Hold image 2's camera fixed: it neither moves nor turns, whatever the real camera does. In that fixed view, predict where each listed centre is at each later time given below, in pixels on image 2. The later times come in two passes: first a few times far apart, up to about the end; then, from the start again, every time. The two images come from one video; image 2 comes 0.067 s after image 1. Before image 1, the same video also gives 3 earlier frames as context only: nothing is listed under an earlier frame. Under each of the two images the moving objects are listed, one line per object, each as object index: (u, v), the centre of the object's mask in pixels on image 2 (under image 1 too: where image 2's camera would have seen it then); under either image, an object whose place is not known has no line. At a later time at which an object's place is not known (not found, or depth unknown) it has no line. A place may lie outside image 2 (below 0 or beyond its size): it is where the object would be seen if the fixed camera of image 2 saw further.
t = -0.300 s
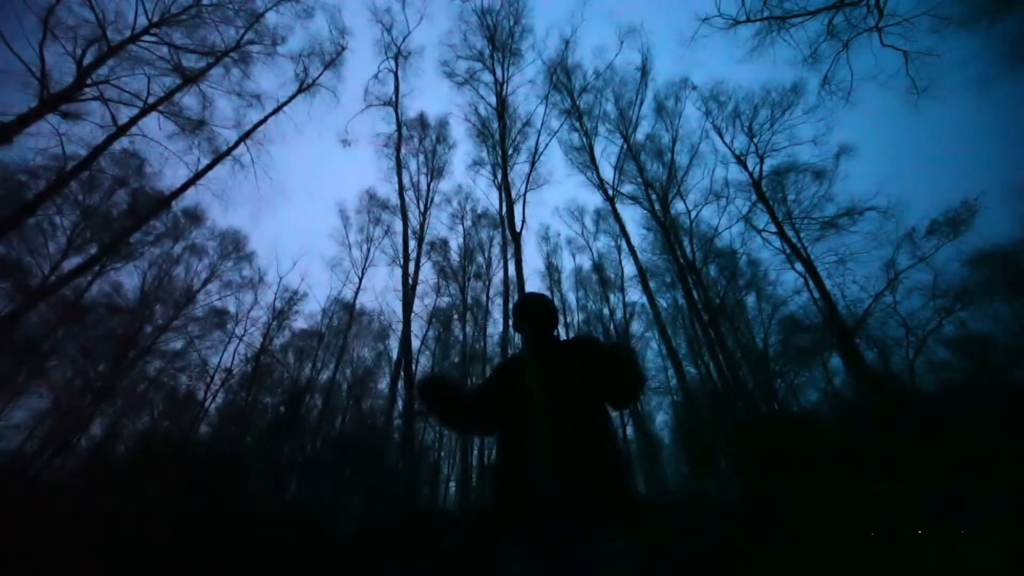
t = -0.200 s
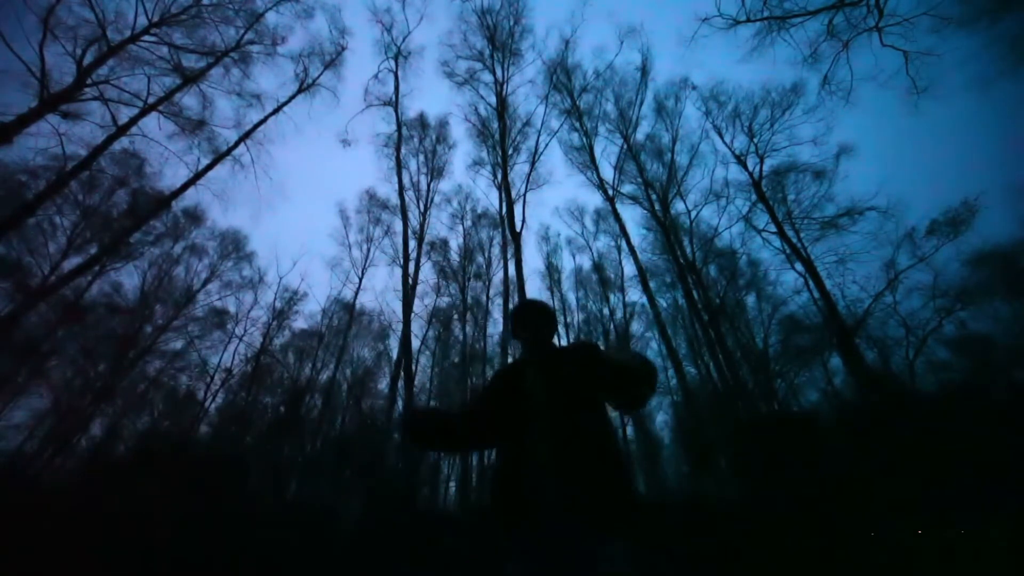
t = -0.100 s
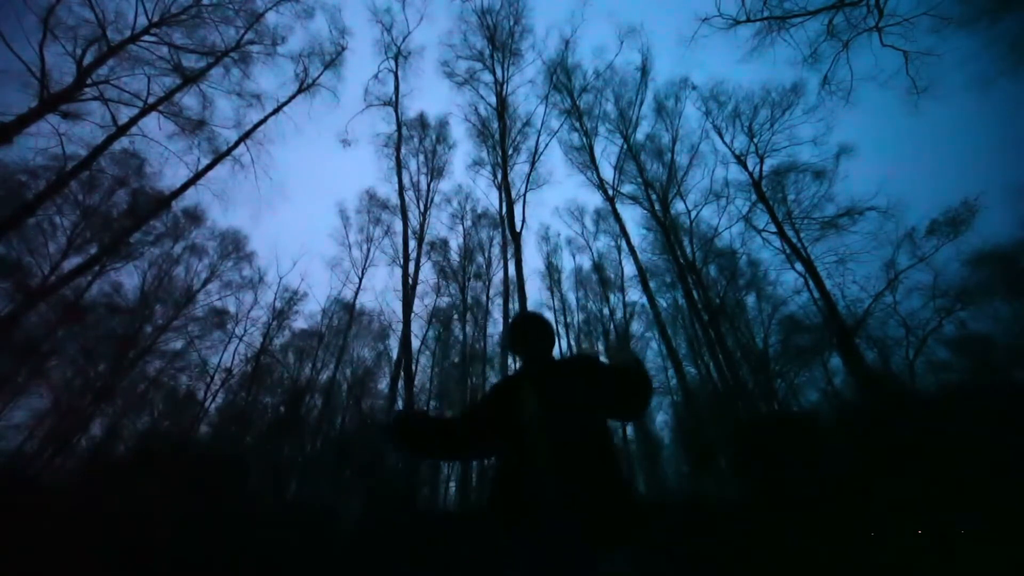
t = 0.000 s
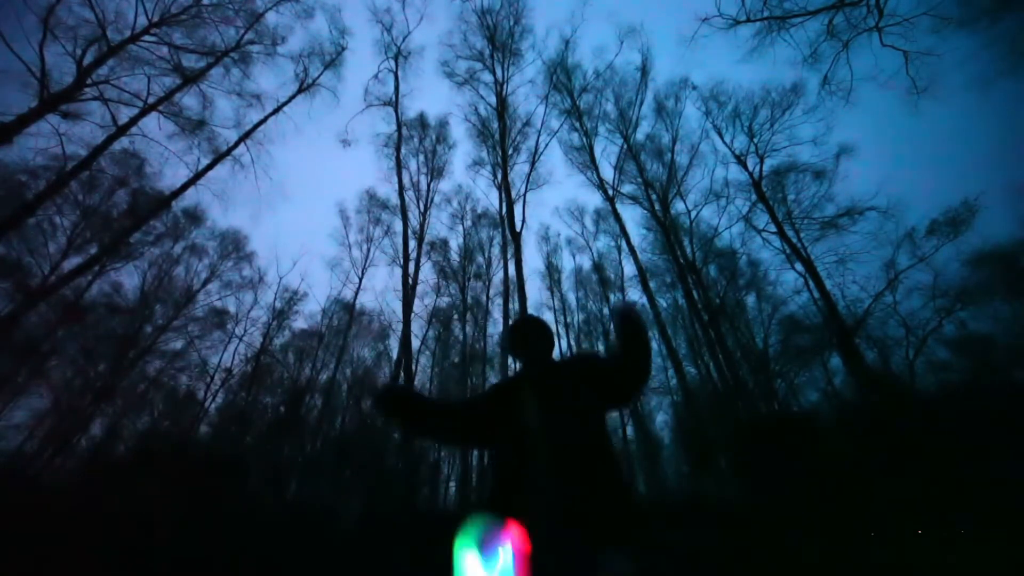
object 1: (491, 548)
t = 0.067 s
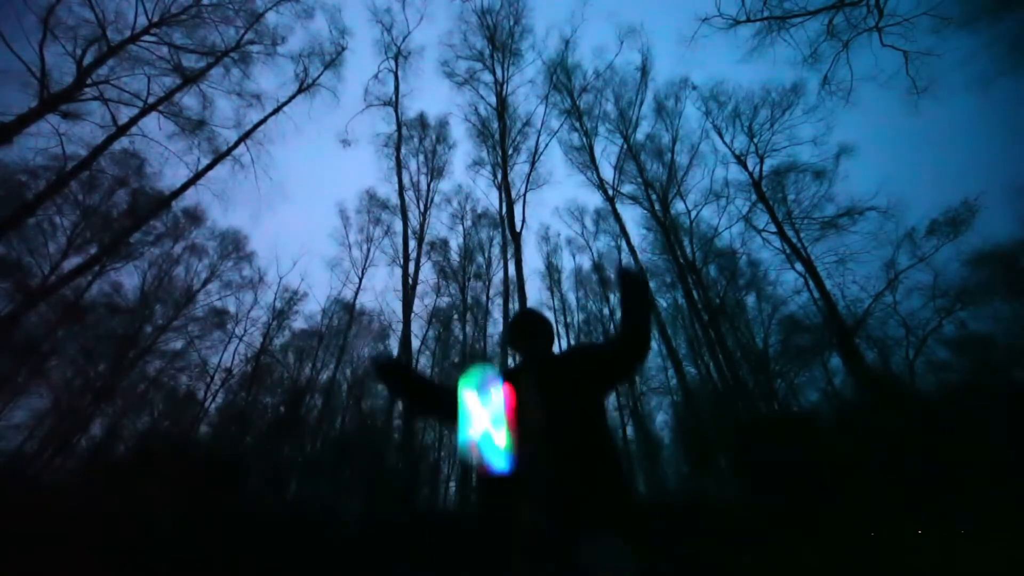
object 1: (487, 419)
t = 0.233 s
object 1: (482, 215)
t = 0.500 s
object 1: (477, 128)
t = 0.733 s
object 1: (473, 120)
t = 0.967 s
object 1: (465, 152)
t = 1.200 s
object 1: (446, 269)
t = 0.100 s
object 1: (485, 357)
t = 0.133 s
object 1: (484, 308)
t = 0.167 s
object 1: (483, 270)
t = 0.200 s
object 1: (482, 238)
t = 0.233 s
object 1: (482, 215)
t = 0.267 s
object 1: (481, 194)
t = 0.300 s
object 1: (481, 180)
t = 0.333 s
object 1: (480, 165)
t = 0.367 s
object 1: (479, 156)
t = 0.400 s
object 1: (479, 146)
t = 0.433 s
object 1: (478, 139)
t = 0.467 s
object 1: (478, 134)
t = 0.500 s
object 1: (477, 128)
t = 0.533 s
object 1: (477, 125)
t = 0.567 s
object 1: (476, 122)
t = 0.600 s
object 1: (475, 121)
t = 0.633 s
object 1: (475, 120)
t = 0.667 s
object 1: (474, 119)
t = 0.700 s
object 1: (473, 120)
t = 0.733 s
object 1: (473, 120)
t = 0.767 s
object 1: (472, 123)
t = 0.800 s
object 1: (471, 125)
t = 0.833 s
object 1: (470, 128)
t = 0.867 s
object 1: (469, 133)
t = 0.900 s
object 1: (467, 138)
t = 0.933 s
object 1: (466, 146)
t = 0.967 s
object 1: (465, 152)
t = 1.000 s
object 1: (463, 163)
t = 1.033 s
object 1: (461, 174)
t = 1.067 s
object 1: (458, 186)
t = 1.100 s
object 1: (456, 203)
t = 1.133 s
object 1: (453, 220)
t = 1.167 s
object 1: (450, 245)
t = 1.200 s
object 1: (446, 269)
